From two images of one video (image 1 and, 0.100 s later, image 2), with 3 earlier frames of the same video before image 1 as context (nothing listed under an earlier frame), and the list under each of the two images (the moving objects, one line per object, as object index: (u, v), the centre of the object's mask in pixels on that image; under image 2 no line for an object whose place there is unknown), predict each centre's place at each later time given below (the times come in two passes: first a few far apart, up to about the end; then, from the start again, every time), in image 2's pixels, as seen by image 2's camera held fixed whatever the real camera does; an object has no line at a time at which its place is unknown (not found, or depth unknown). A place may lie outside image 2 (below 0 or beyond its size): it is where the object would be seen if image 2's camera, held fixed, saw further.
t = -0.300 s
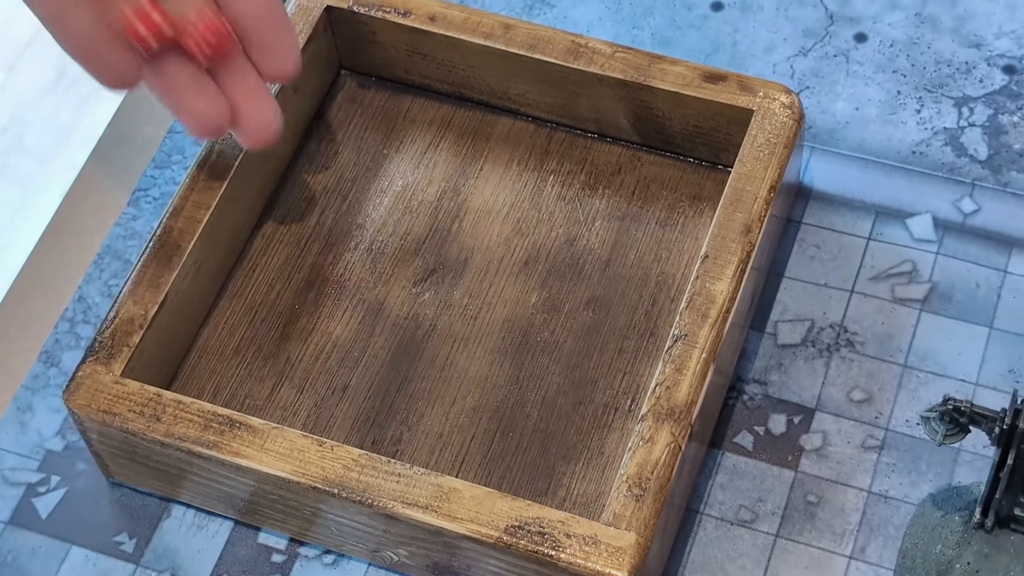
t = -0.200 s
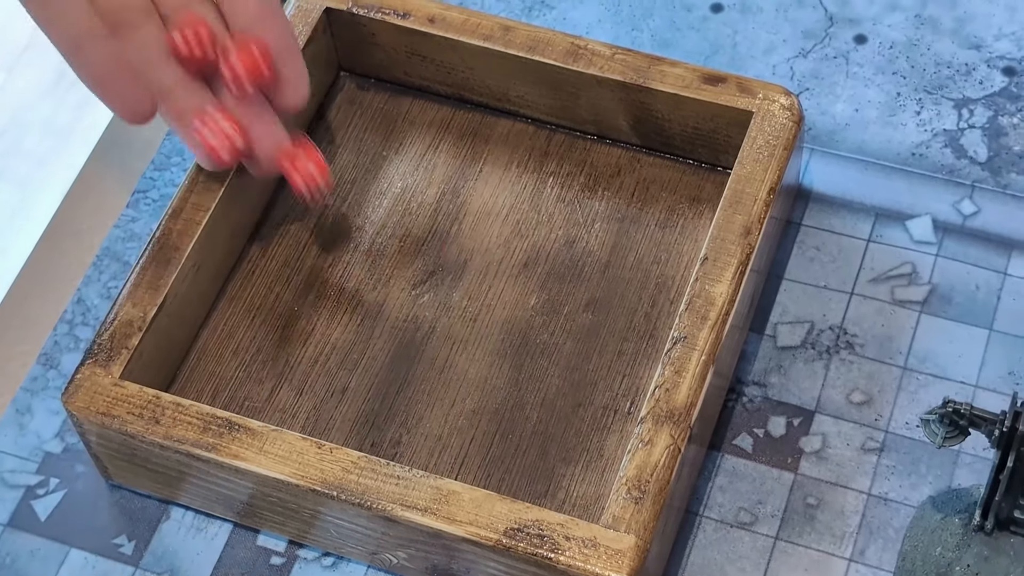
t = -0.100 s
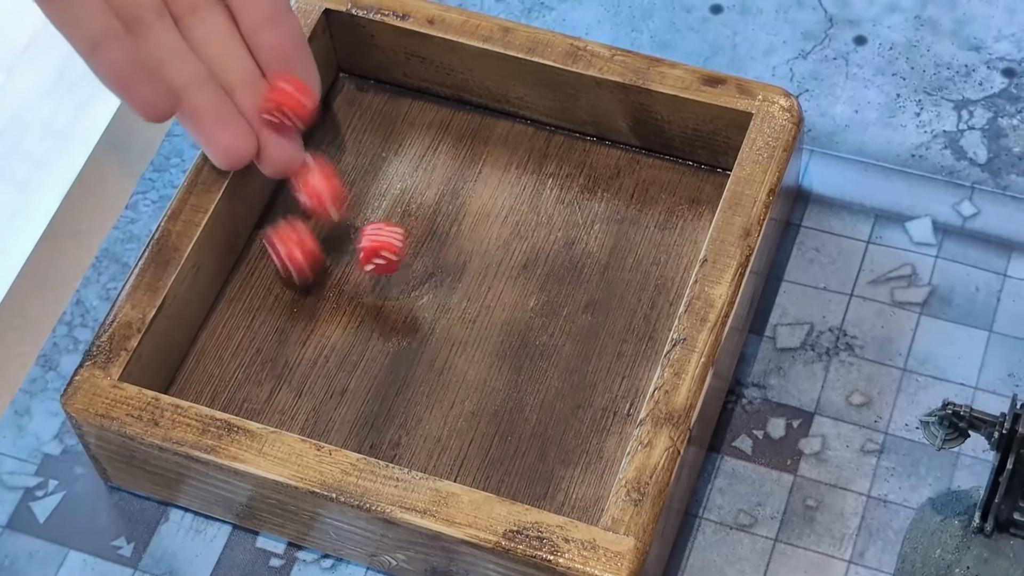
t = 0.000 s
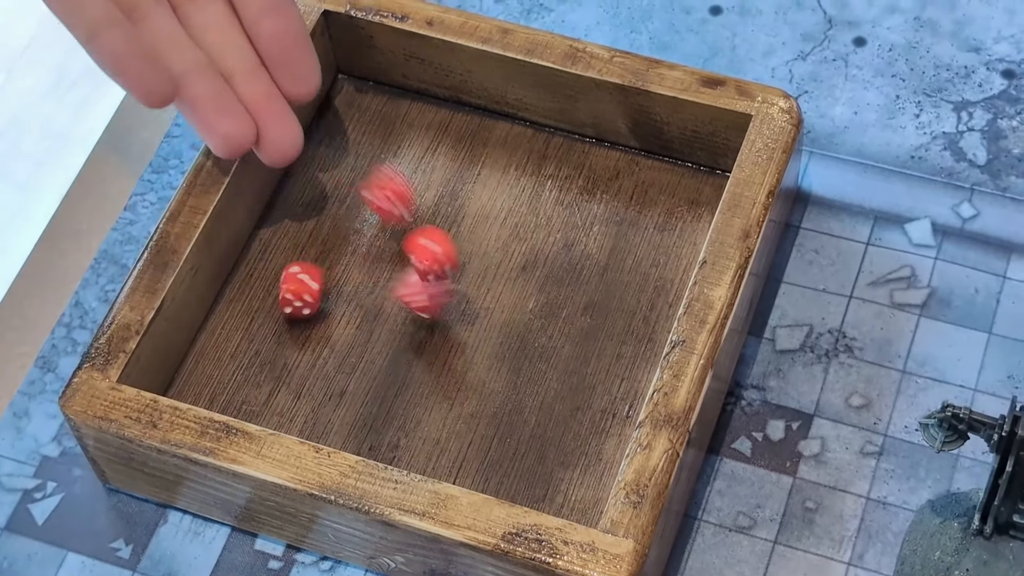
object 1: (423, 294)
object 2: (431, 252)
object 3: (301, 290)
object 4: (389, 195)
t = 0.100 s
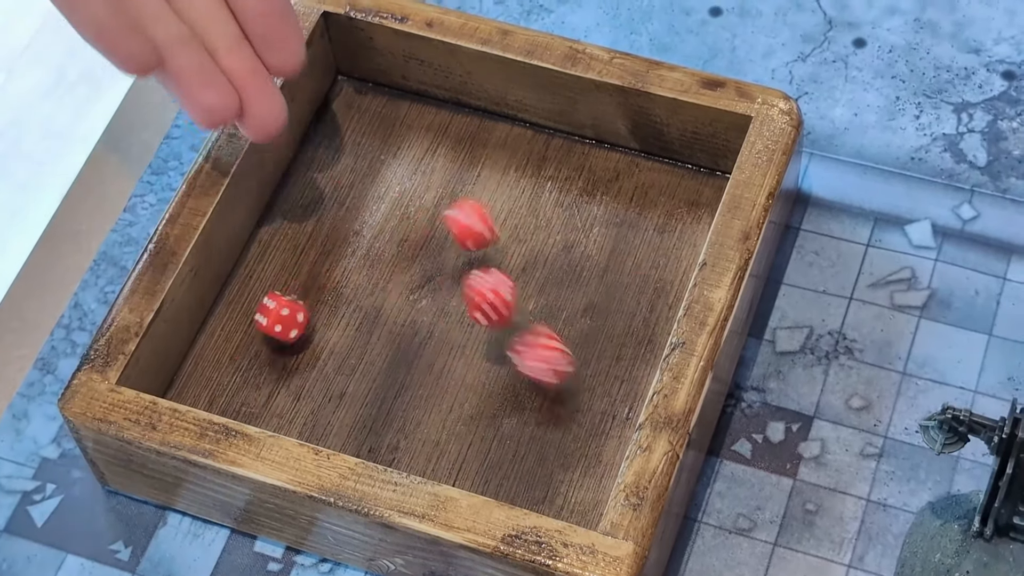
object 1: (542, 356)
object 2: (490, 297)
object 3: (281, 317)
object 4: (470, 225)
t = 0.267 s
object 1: (568, 436)
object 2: (578, 346)
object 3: (262, 359)
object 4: (604, 272)
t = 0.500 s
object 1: (535, 482)
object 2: (552, 321)
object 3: (247, 395)
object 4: (676, 264)
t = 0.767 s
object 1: (555, 434)
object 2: (465, 344)
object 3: (257, 405)
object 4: (699, 196)
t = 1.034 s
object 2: (434, 352)
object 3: (266, 398)
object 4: (702, 188)
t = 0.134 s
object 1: (582, 388)
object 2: (511, 316)
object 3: (276, 327)
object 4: (500, 238)
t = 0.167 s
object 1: (620, 403)
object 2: (530, 343)
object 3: (272, 338)
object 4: (529, 258)
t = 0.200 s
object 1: (601, 402)
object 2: (552, 364)
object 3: (267, 344)
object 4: (554, 263)
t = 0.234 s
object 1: (580, 414)
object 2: (568, 357)
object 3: (265, 352)
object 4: (579, 265)
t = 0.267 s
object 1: (568, 436)
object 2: (578, 346)
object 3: (262, 359)
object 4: (604, 272)
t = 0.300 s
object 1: (555, 458)
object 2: (586, 338)
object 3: (260, 365)
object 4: (630, 284)
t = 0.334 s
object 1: (544, 476)
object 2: (594, 332)
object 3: (257, 371)
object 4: (654, 298)
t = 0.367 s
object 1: (532, 489)
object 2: (602, 322)
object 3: (254, 377)
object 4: (657, 309)
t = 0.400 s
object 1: (525, 500)
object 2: (588, 320)
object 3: (252, 383)
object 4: (661, 302)
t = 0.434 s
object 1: (526, 495)
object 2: (576, 320)
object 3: (250, 388)
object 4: (666, 288)
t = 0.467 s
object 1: (531, 490)
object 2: (563, 320)
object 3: (248, 392)
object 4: (672, 272)
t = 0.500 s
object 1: (535, 482)
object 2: (552, 321)
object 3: (247, 395)
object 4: (676, 264)
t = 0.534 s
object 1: (540, 472)
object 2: (538, 326)
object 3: (247, 398)
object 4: (679, 255)
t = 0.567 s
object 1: (545, 462)
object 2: (527, 326)
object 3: (246, 400)
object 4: (683, 243)
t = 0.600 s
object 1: (548, 454)
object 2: (516, 330)
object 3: (247, 401)
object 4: (686, 235)
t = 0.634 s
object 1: (551, 448)
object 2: (505, 332)
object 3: (248, 402)
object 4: (689, 226)
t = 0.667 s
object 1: (552, 442)
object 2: (493, 335)
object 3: (250, 403)
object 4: (692, 217)
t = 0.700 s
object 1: (553, 438)
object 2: (484, 340)
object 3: (252, 404)
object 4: (695, 208)
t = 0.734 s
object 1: (554, 435)
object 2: (474, 342)
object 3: (254, 405)
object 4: (698, 202)
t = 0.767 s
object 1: (555, 434)
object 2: (465, 344)
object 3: (257, 405)
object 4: (699, 196)
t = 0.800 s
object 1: (556, 434)
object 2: (457, 347)
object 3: (260, 405)
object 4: (701, 189)
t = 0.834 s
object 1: (556, 434)
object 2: (448, 348)
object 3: (261, 405)
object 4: (703, 184)
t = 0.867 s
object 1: (556, 434)
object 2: (442, 349)
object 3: (263, 404)
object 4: (704, 181)
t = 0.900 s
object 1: (556, 434)
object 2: (437, 350)
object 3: (265, 404)
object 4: (705, 177)
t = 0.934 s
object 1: (556, 434)
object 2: (435, 351)
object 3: (266, 402)
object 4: (704, 181)
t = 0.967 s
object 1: (556, 434)
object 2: (434, 352)
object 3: (267, 400)
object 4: (703, 184)
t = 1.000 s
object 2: (434, 352)
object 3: (267, 399)
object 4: (702, 187)
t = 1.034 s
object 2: (434, 352)
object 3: (266, 398)
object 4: (702, 188)
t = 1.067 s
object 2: (434, 352)
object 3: (265, 396)
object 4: (702, 188)
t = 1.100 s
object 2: (434, 352)
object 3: (265, 396)
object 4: (702, 188)
